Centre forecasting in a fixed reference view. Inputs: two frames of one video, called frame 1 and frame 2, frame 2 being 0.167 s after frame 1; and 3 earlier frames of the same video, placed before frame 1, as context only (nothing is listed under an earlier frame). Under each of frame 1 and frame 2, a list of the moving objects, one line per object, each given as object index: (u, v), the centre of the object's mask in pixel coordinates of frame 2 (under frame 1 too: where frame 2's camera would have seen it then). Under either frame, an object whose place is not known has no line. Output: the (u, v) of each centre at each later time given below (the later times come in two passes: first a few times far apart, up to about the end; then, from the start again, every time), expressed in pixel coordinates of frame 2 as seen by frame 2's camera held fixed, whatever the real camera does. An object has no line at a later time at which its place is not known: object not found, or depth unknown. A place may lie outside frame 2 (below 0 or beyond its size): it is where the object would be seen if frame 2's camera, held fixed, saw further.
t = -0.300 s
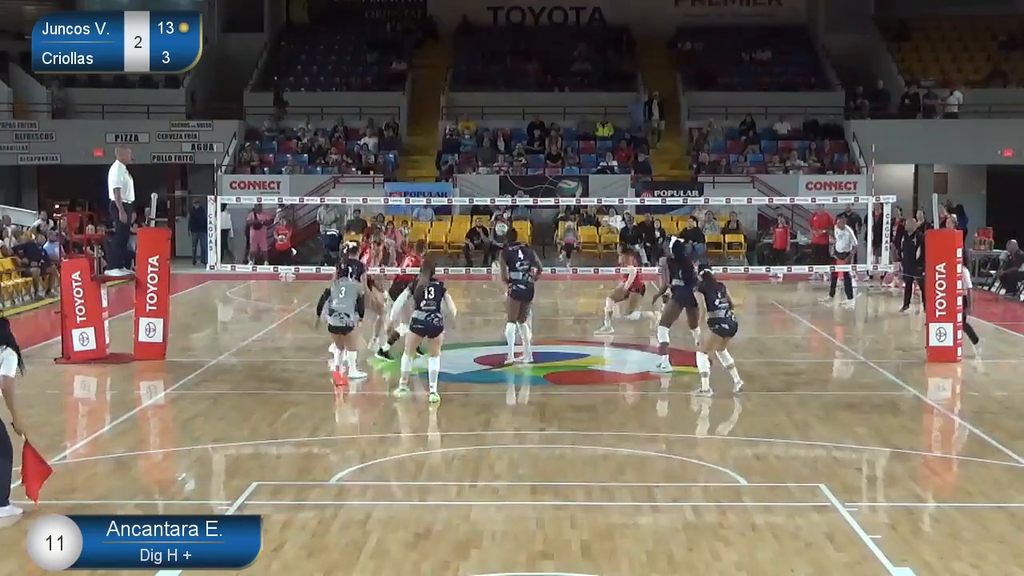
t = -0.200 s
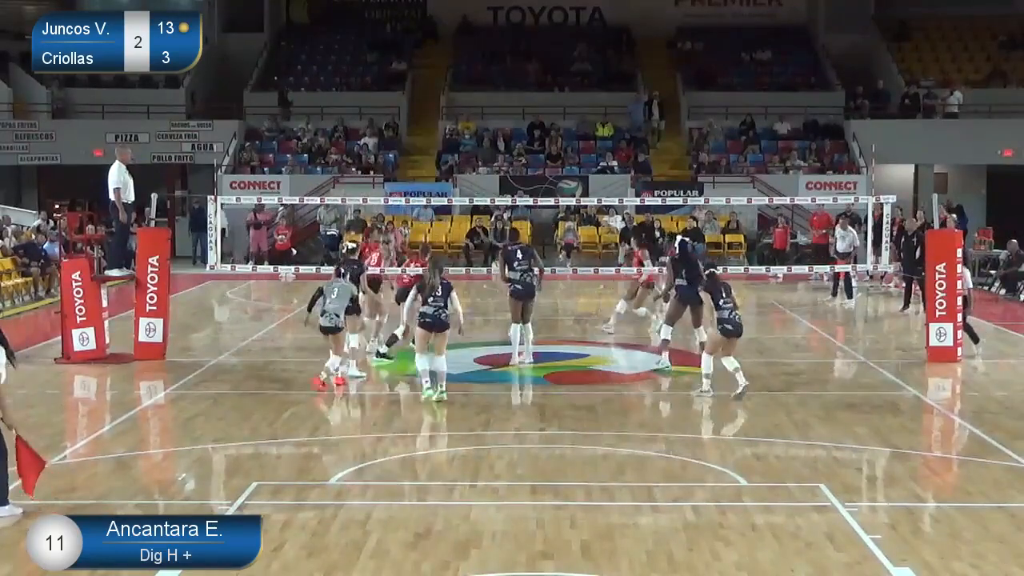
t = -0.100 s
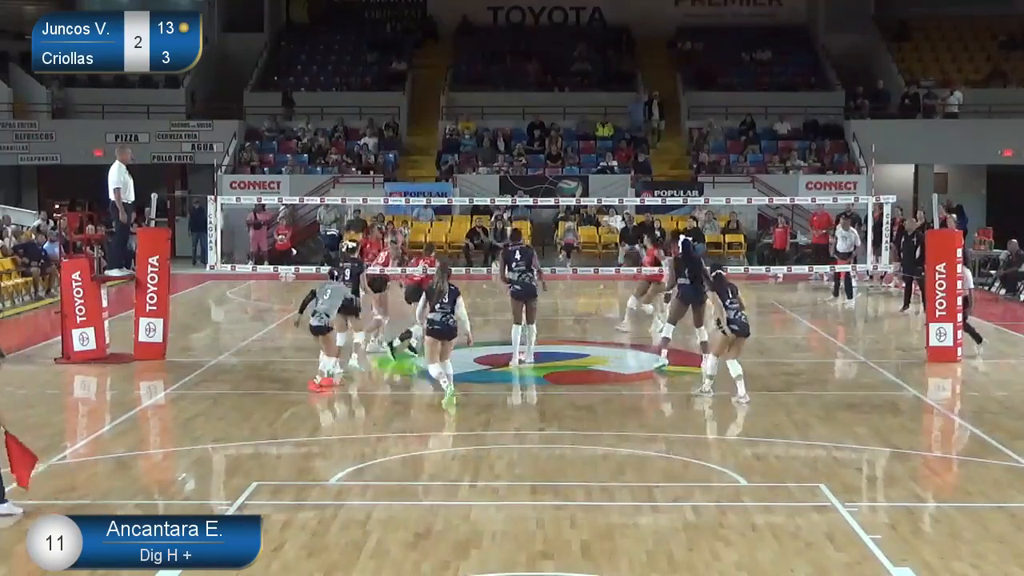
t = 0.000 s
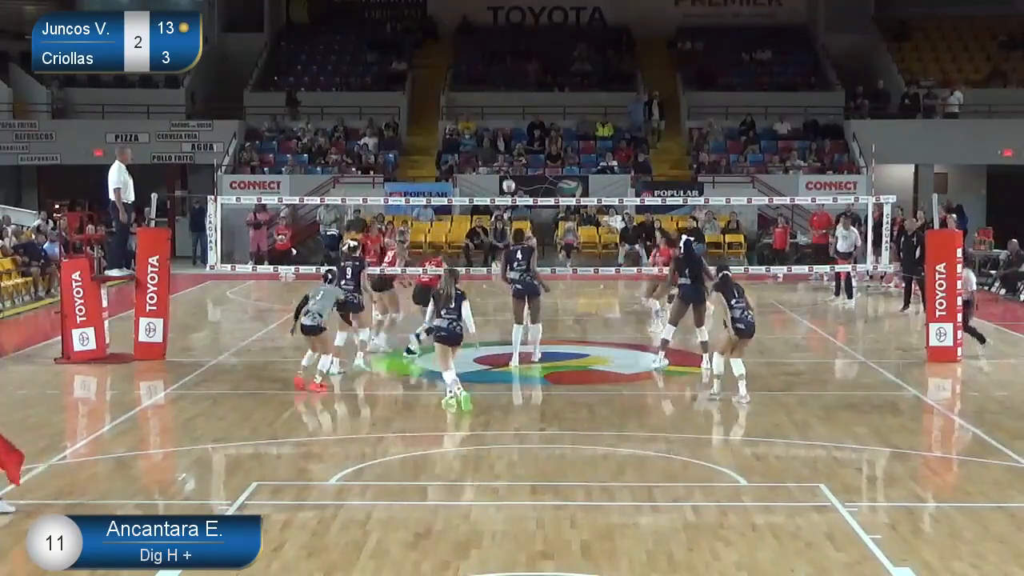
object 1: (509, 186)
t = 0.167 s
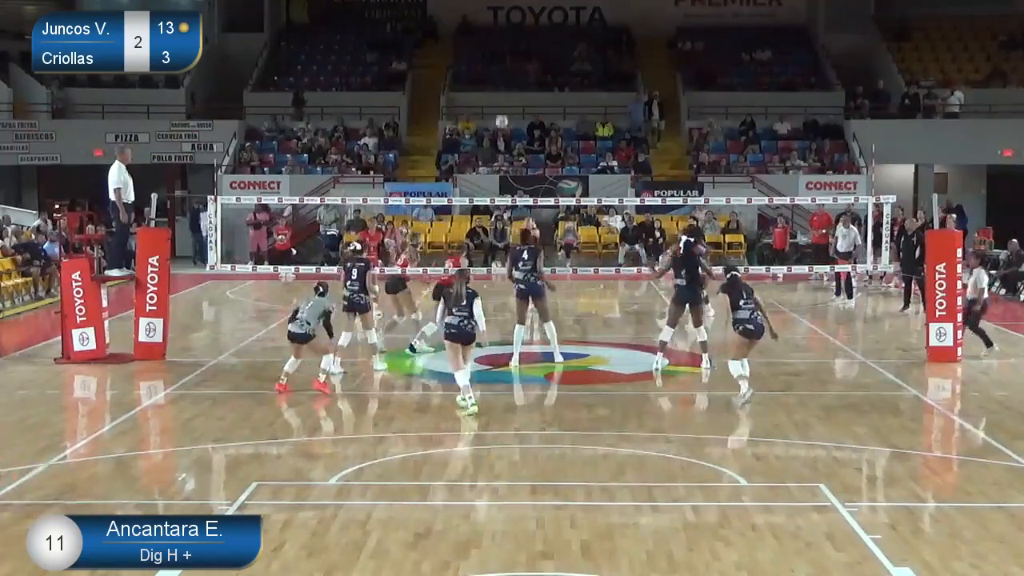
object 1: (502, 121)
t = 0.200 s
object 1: (501, 110)
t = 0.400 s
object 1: (494, 57)
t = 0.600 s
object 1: (486, 25)
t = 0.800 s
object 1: (478, 18)
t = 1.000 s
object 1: (470, 35)
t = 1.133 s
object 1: (464, 61)
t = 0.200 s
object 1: (501, 110)
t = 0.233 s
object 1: (500, 99)
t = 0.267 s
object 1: (498, 89)
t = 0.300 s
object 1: (497, 81)
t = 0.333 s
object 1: (496, 72)
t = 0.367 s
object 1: (497, 64)
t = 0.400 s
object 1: (494, 57)
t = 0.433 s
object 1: (492, 50)
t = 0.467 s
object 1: (491, 43)
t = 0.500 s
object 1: (490, 38)
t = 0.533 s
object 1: (488, 33)
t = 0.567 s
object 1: (487, 29)
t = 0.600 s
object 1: (486, 25)
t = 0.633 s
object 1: (485, 22)
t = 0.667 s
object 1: (482, 20)
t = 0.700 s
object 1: (481, 18)
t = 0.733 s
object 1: (480, 18)
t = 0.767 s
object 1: (479, 17)
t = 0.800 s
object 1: (478, 18)
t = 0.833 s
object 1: (477, 19)
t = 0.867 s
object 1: (474, 21)
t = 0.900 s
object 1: (474, 23)
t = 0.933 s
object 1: (472, 27)
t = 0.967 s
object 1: (471, 31)
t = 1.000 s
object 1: (470, 35)
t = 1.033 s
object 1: (468, 41)
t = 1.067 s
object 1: (465, 47)
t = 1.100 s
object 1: (465, 54)
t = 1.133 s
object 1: (464, 61)
